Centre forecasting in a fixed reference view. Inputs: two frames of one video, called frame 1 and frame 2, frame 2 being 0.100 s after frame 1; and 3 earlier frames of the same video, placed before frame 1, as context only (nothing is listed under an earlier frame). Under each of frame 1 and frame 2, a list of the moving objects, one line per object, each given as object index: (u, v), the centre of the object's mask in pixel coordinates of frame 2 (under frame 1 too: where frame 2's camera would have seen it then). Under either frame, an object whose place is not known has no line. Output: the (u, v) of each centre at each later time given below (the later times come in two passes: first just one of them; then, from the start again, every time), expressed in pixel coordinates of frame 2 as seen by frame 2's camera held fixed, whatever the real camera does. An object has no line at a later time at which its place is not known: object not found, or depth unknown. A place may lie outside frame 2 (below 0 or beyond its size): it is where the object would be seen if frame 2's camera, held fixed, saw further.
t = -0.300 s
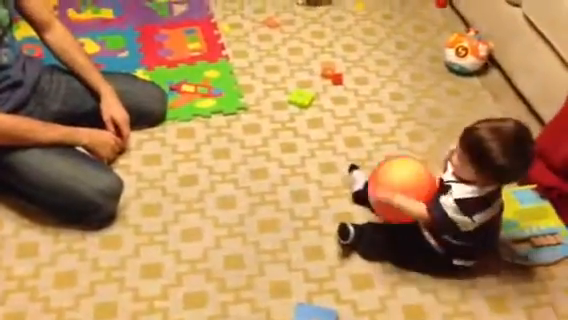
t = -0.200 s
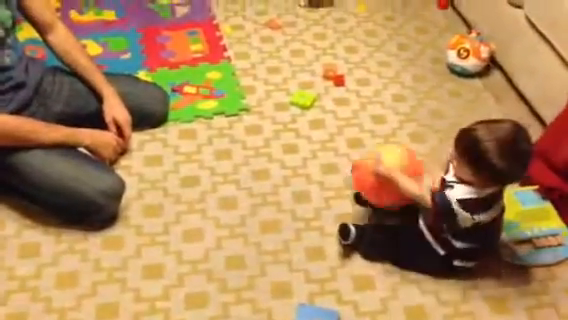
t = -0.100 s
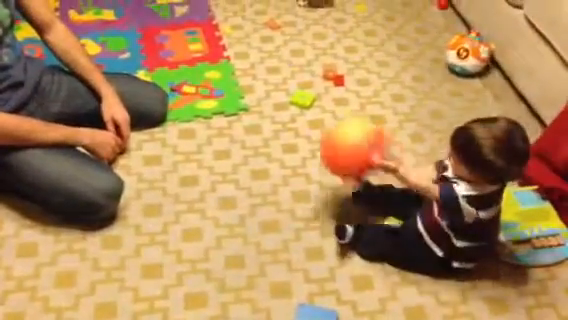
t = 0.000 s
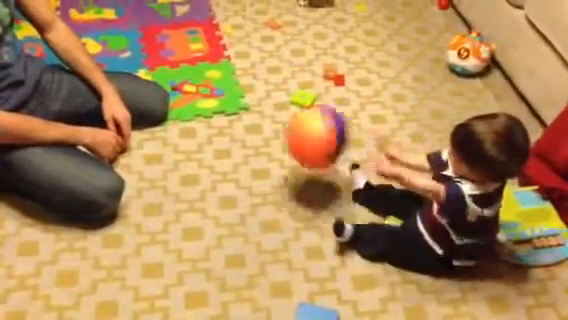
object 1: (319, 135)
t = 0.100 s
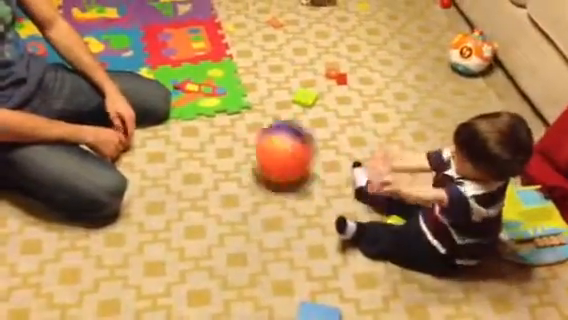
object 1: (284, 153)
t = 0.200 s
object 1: (258, 126)
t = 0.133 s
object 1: (274, 151)
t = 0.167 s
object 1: (266, 136)
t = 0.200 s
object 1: (258, 126)
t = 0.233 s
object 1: (249, 119)
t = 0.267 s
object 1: (242, 115)
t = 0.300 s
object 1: (234, 113)
